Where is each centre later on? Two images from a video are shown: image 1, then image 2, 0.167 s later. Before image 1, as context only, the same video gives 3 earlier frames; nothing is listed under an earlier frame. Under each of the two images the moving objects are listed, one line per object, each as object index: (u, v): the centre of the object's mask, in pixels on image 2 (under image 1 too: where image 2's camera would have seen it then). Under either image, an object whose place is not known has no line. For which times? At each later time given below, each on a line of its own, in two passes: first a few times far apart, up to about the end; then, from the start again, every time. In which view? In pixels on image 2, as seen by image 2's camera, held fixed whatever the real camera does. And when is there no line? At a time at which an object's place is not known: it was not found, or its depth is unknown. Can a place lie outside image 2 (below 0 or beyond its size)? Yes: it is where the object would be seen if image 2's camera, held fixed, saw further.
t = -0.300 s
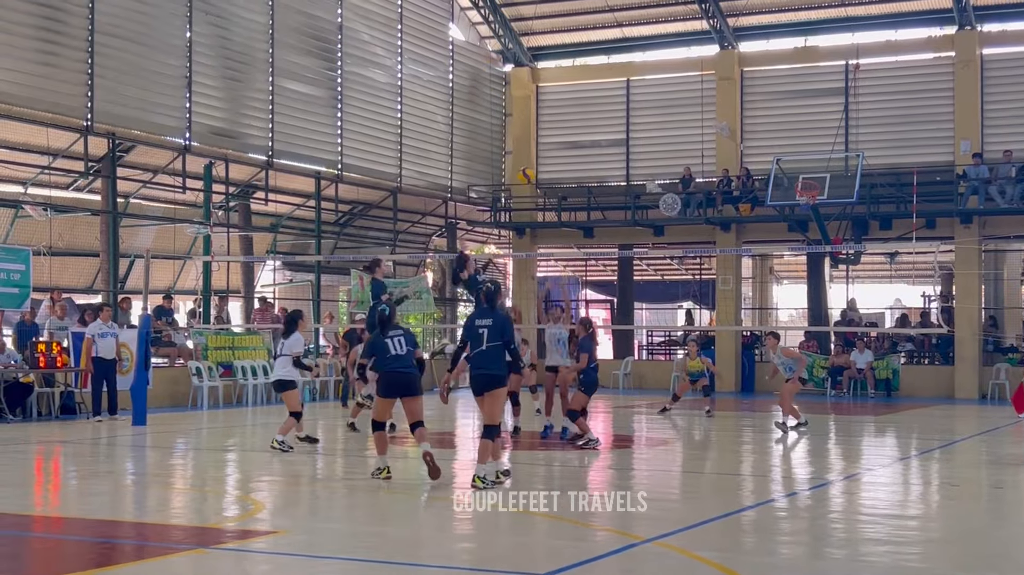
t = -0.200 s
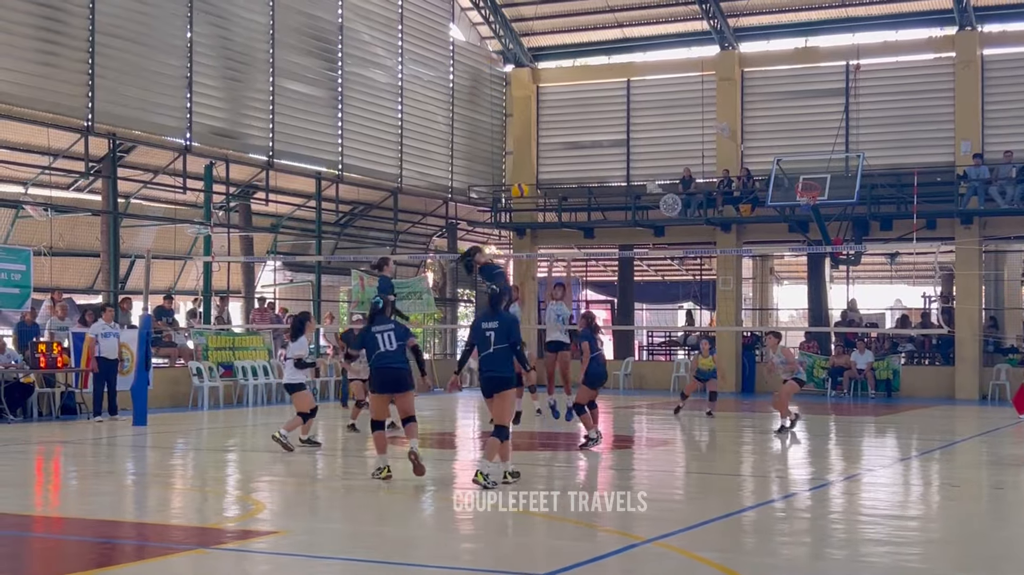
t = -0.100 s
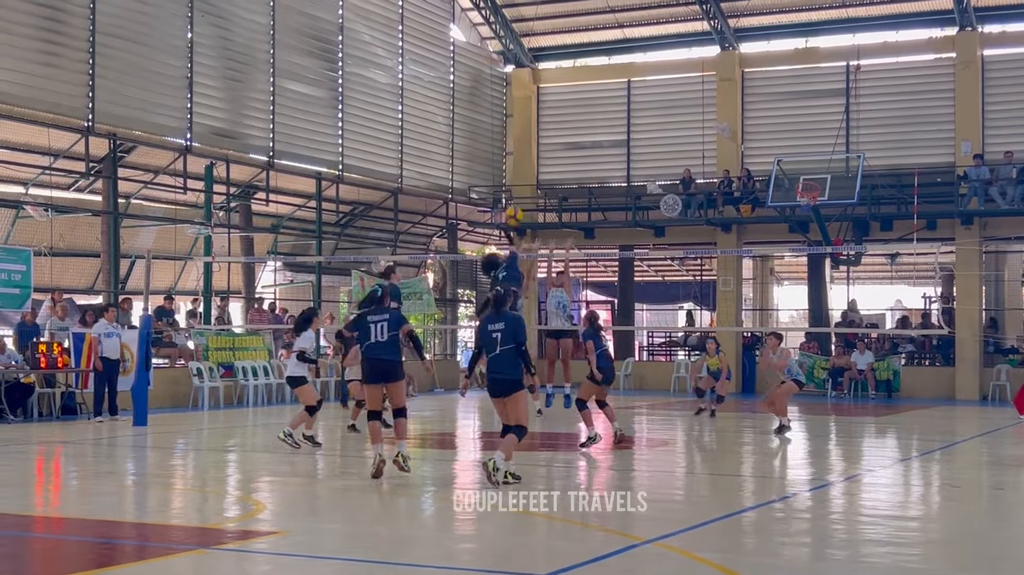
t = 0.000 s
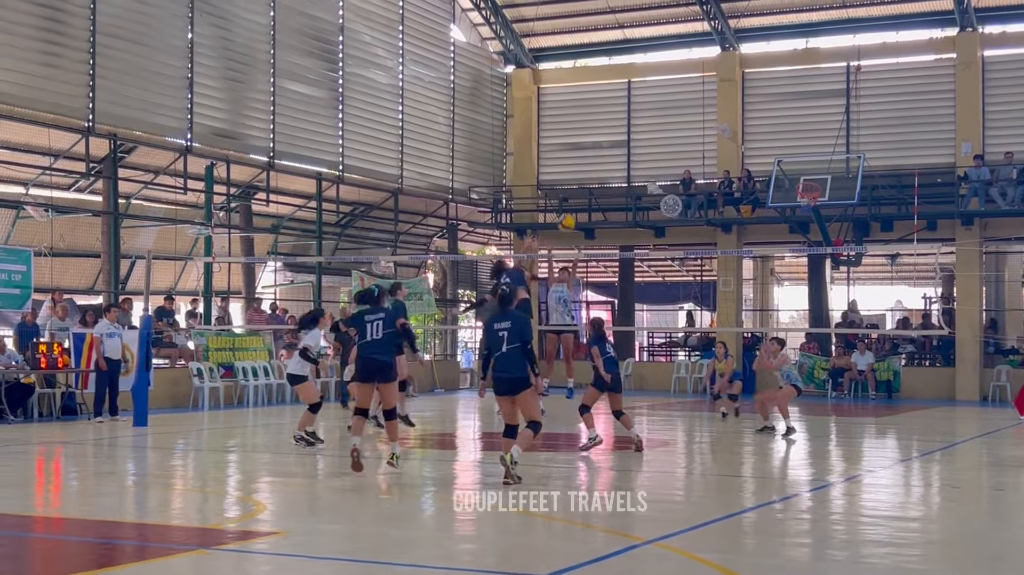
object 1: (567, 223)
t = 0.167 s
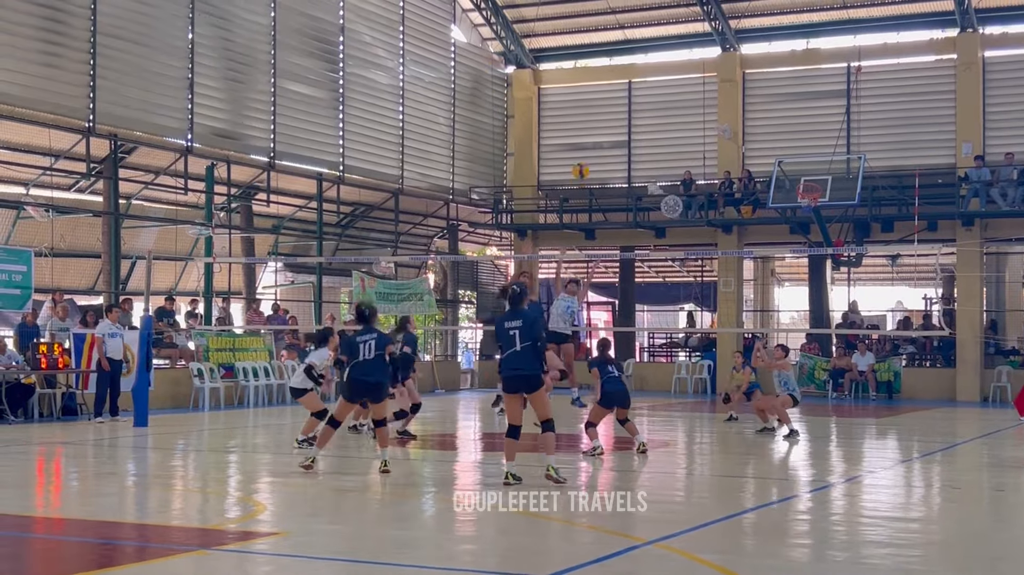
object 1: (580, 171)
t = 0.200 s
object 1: (584, 161)
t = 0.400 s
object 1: (599, 132)
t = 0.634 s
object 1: (616, 137)
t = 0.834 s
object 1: (631, 176)
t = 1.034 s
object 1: (646, 244)
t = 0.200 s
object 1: (584, 161)
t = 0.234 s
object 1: (586, 154)
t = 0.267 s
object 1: (589, 149)
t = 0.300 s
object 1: (591, 143)
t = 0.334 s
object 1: (593, 138)
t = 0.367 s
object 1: (596, 136)
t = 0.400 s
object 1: (599, 132)
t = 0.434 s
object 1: (601, 130)
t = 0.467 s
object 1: (604, 130)
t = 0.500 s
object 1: (607, 129)
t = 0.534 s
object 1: (609, 131)
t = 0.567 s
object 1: (612, 133)
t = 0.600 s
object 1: (615, 135)
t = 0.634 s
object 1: (616, 137)
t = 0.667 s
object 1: (619, 143)
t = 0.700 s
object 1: (623, 147)
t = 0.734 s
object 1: (624, 154)
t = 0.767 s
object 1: (627, 161)
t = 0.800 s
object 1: (630, 168)
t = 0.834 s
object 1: (631, 176)
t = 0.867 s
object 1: (634, 187)
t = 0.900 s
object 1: (637, 197)
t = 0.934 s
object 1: (638, 207)
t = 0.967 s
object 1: (642, 220)
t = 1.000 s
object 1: (645, 230)
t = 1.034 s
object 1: (646, 244)
